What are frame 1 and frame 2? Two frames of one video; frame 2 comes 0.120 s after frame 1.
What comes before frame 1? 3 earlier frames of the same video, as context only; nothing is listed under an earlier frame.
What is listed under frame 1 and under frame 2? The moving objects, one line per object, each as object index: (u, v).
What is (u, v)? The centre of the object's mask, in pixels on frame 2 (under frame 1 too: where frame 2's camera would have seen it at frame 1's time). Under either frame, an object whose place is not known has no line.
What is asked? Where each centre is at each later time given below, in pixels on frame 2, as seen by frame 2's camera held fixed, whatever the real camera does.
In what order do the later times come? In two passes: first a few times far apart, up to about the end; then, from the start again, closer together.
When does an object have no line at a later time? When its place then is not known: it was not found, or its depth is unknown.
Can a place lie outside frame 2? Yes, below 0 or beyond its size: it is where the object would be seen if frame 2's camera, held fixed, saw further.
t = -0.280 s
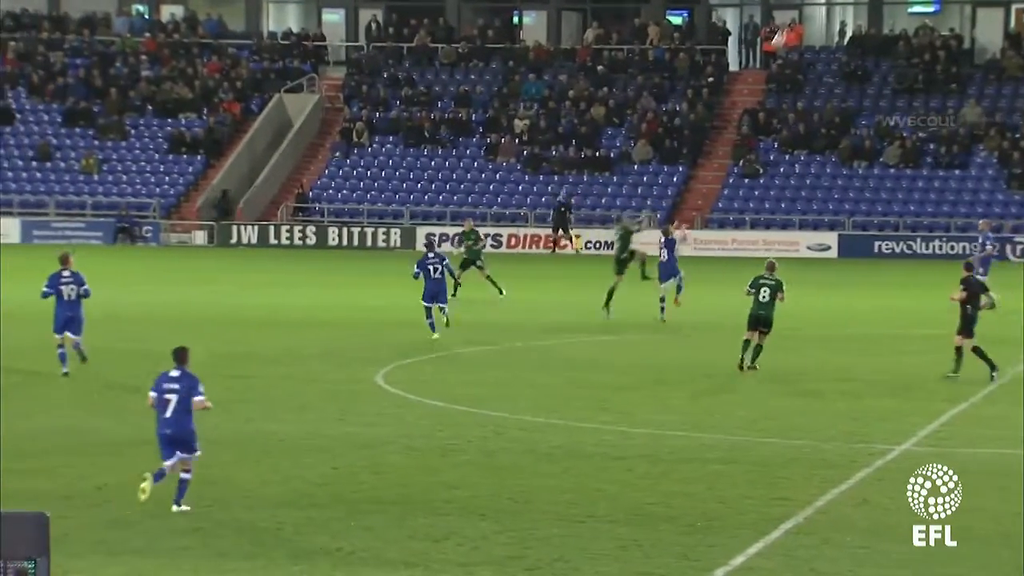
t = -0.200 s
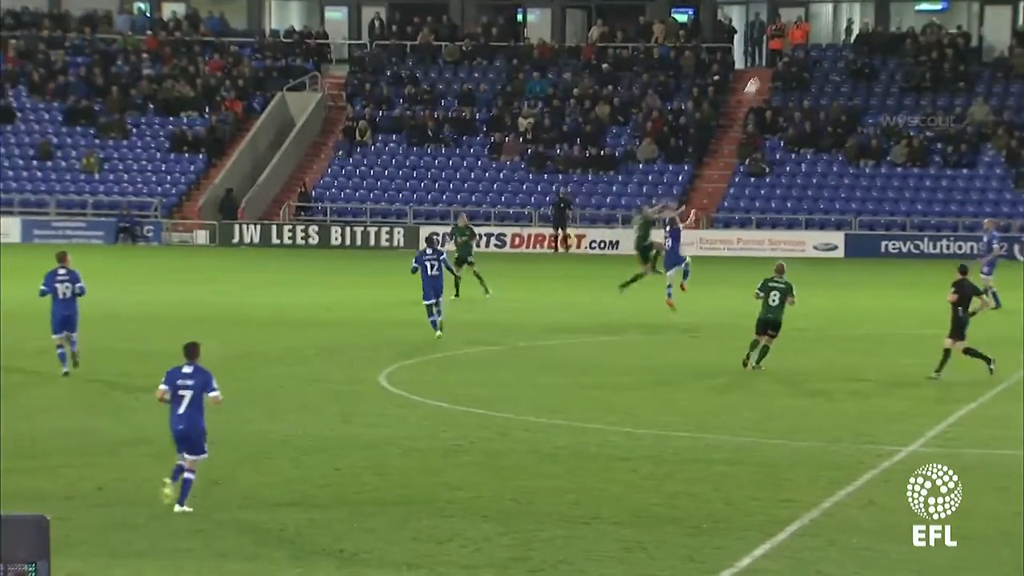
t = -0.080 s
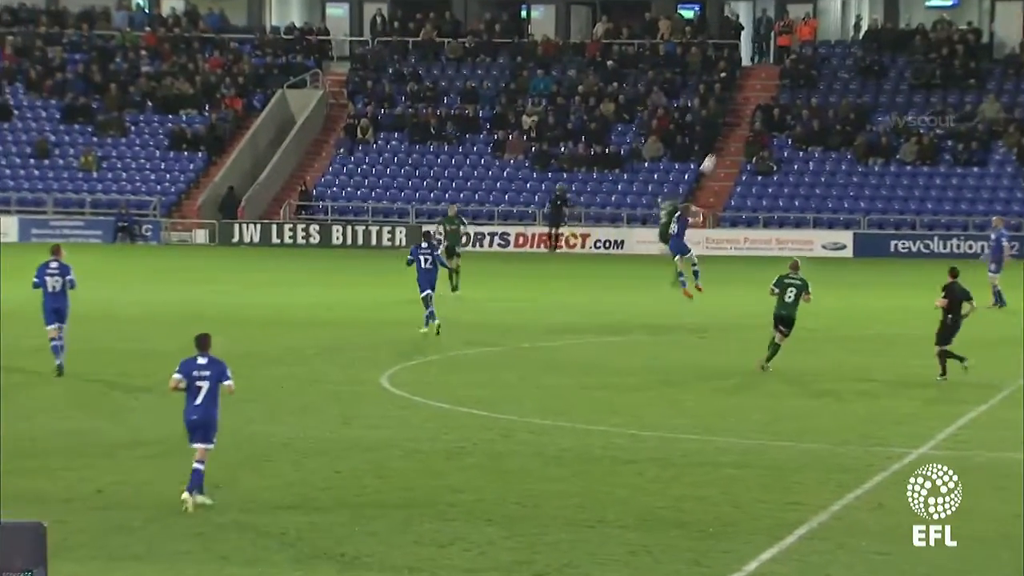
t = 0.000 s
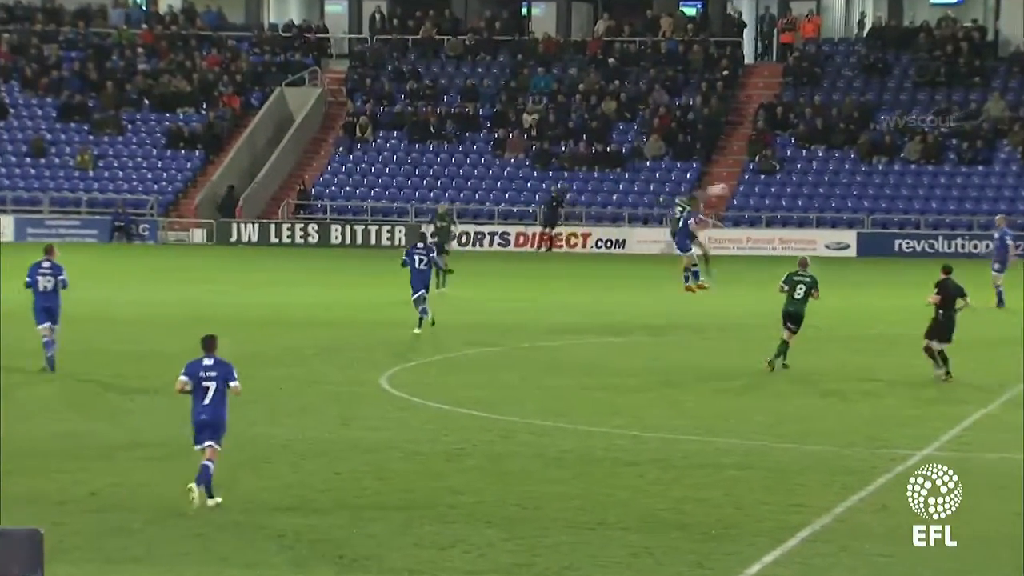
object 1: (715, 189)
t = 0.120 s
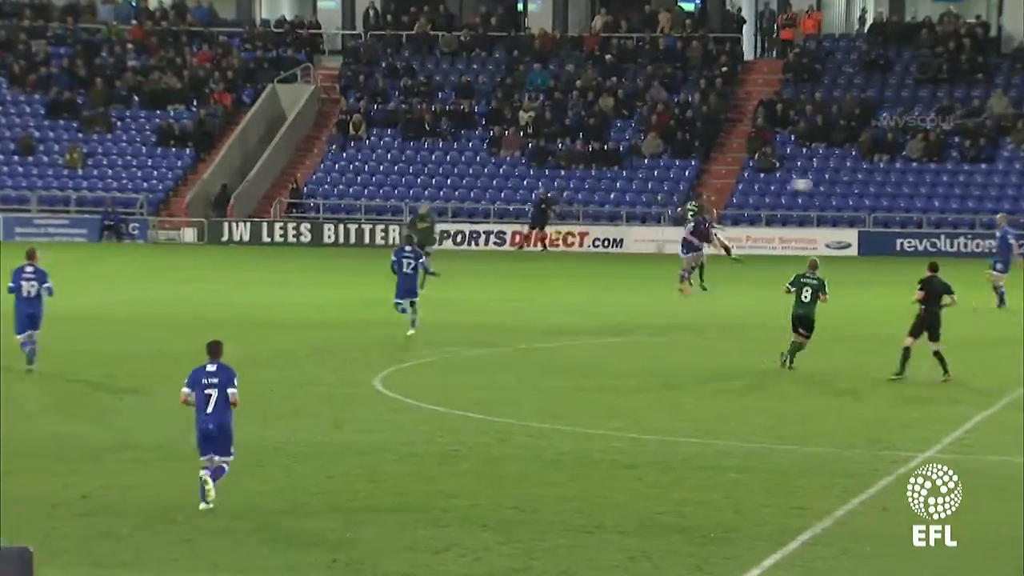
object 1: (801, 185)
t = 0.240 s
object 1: (885, 189)
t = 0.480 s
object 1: (1063, 228)
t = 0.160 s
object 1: (829, 185)
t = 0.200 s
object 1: (857, 188)
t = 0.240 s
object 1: (885, 189)
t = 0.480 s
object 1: (1063, 228)
